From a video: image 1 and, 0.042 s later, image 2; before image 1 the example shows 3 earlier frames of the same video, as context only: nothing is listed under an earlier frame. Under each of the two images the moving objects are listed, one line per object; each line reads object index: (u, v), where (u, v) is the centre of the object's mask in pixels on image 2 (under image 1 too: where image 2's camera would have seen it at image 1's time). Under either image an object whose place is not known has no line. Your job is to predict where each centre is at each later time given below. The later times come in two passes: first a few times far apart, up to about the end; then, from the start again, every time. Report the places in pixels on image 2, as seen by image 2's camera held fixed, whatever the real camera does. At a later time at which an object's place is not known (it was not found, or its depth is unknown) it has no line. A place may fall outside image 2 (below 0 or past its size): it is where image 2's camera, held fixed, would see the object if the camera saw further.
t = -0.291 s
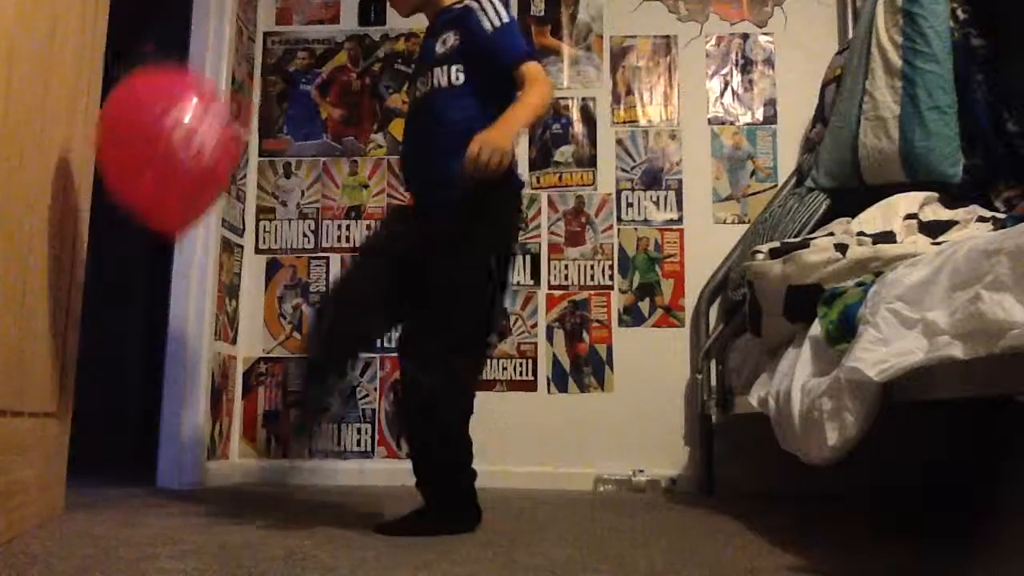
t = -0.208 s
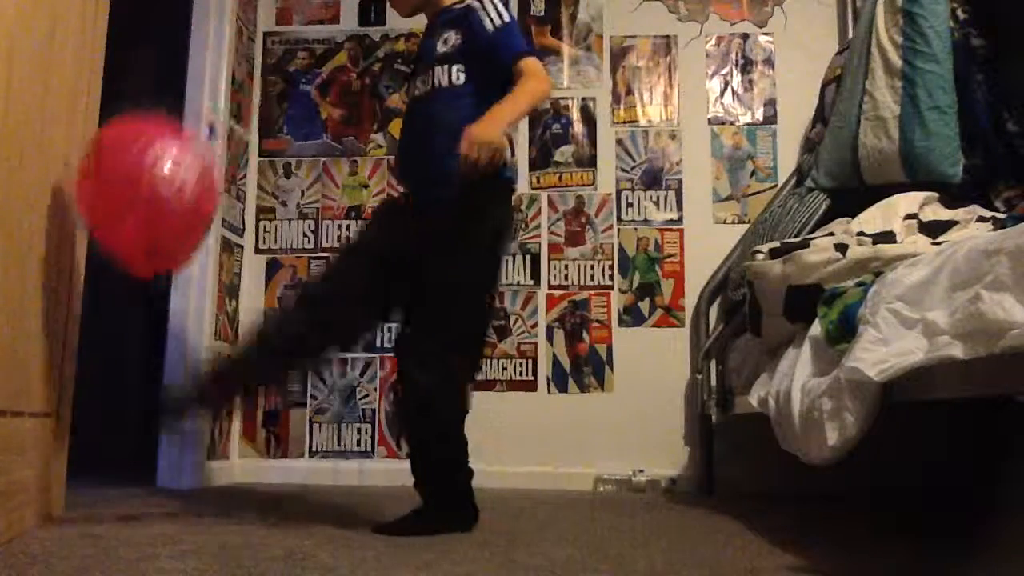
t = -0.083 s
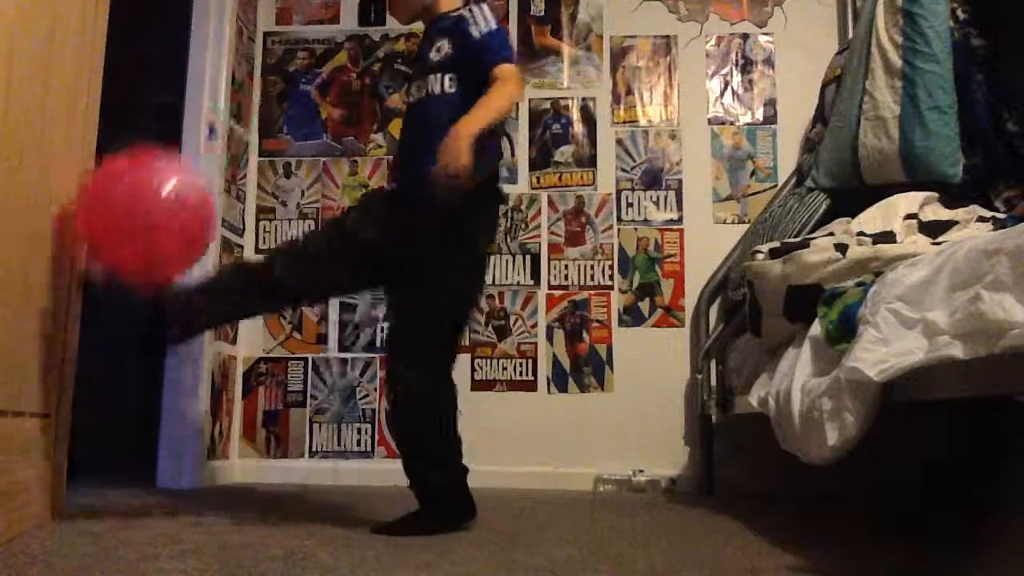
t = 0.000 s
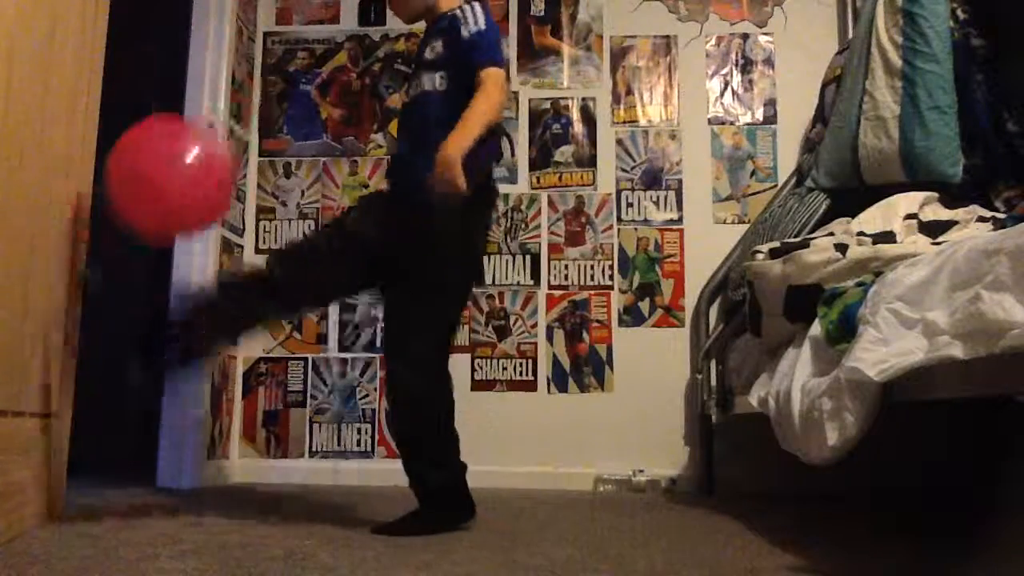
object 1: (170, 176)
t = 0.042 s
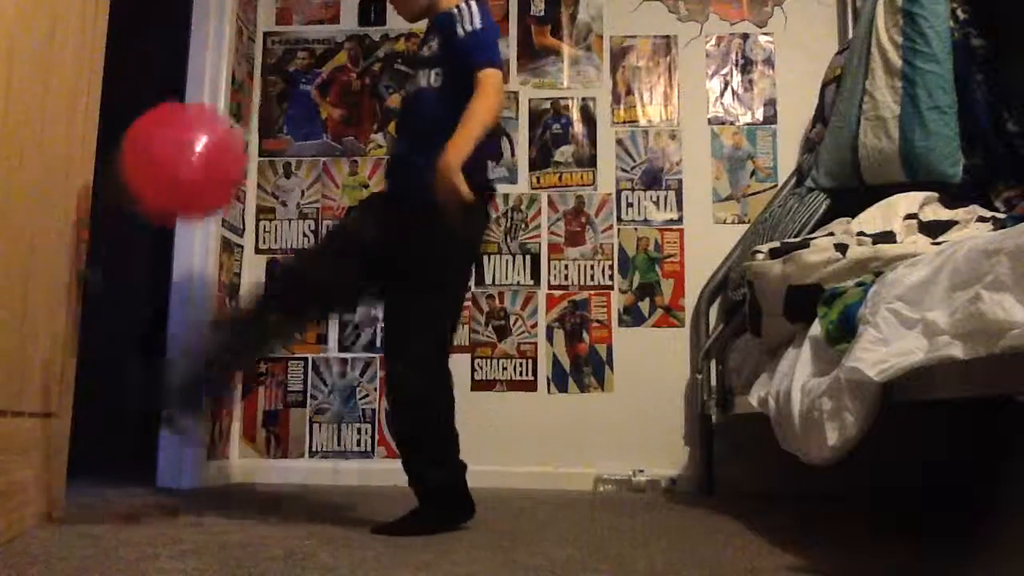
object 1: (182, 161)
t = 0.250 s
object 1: (225, 114)
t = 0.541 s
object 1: (258, 111)
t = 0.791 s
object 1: (274, 157)
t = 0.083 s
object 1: (193, 147)
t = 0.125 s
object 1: (201, 137)
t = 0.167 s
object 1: (210, 127)
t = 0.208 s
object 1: (219, 119)
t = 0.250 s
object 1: (225, 114)
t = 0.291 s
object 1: (231, 109)
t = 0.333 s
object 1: (237, 106)
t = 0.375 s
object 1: (240, 105)
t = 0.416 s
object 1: (245, 104)
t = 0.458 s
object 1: (250, 105)
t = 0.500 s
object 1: (254, 108)
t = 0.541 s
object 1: (258, 111)
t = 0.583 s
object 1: (261, 116)
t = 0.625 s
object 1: (265, 122)
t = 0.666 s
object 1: (268, 130)
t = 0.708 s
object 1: (271, 137)
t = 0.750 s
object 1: (273, 149)
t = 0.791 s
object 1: (274, 157)
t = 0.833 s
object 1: (274, 167)
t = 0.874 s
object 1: (274, 180)
